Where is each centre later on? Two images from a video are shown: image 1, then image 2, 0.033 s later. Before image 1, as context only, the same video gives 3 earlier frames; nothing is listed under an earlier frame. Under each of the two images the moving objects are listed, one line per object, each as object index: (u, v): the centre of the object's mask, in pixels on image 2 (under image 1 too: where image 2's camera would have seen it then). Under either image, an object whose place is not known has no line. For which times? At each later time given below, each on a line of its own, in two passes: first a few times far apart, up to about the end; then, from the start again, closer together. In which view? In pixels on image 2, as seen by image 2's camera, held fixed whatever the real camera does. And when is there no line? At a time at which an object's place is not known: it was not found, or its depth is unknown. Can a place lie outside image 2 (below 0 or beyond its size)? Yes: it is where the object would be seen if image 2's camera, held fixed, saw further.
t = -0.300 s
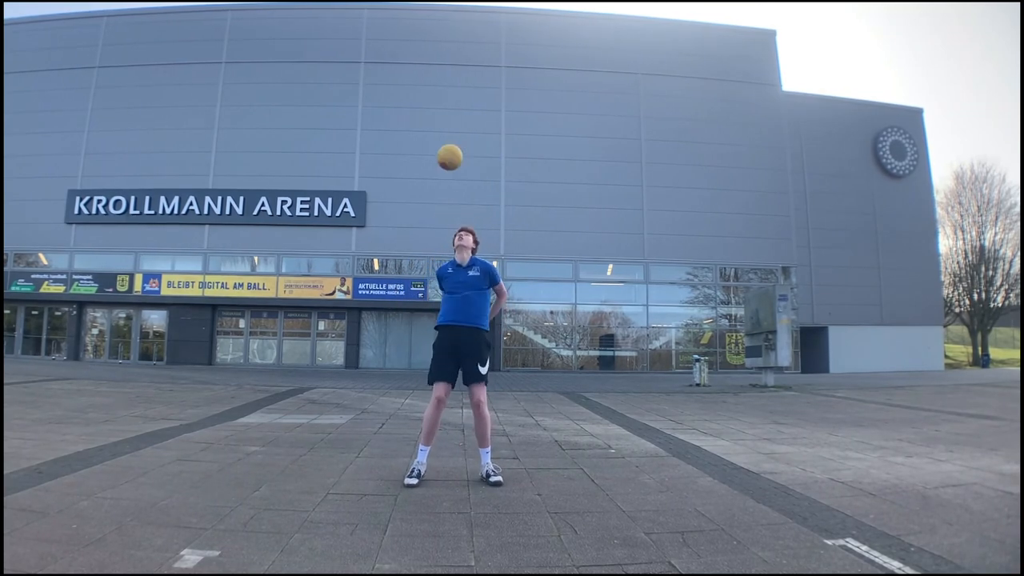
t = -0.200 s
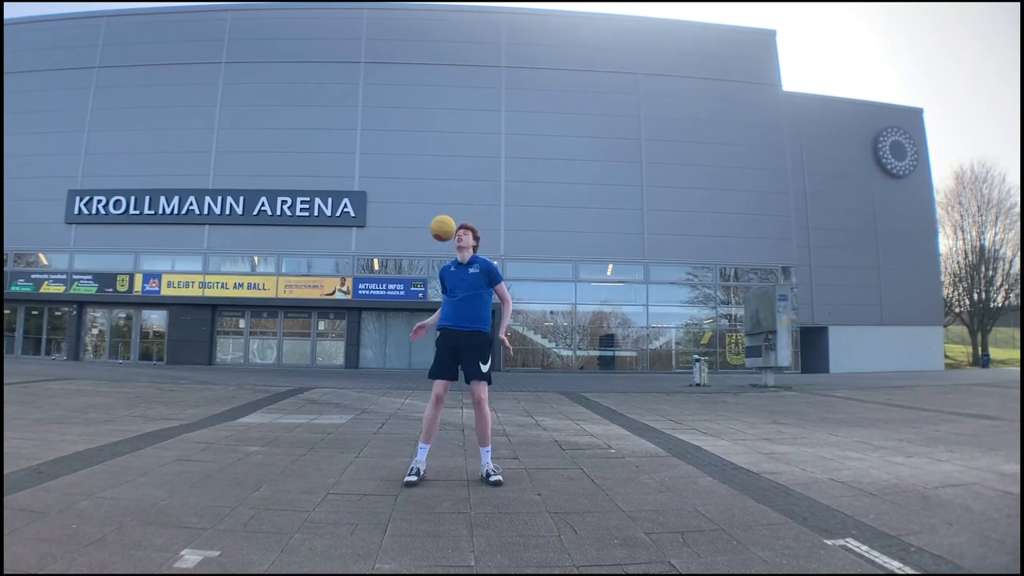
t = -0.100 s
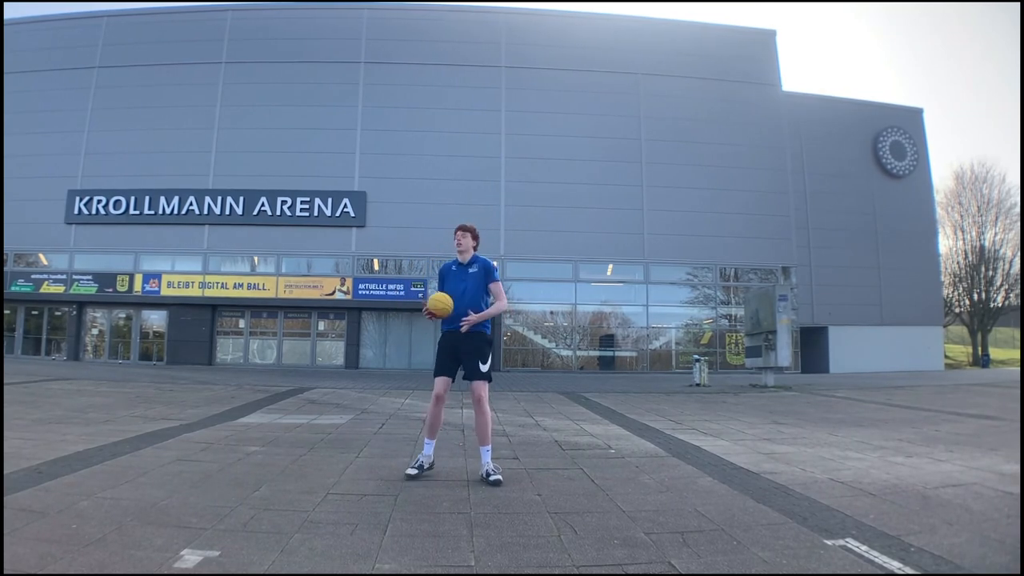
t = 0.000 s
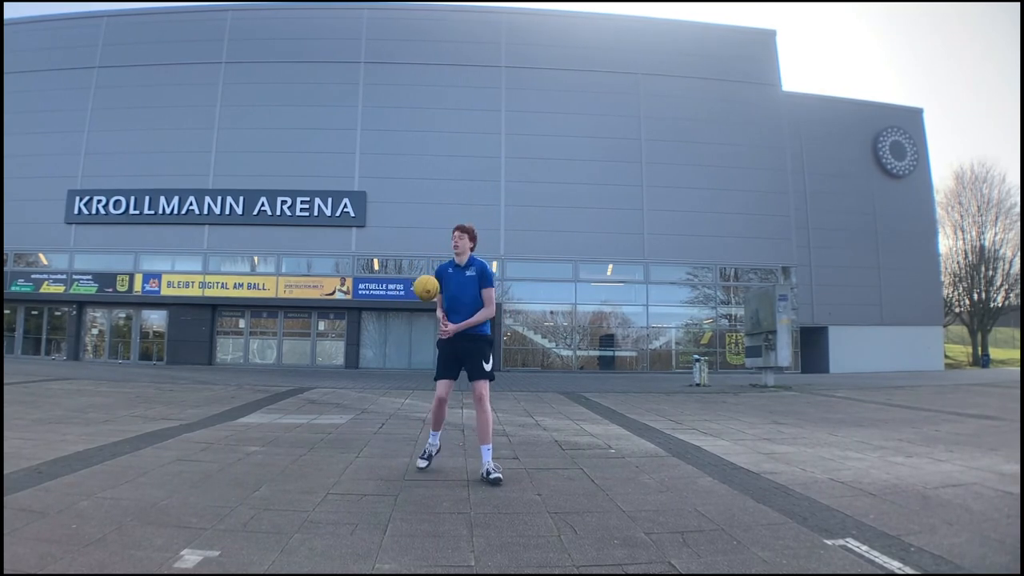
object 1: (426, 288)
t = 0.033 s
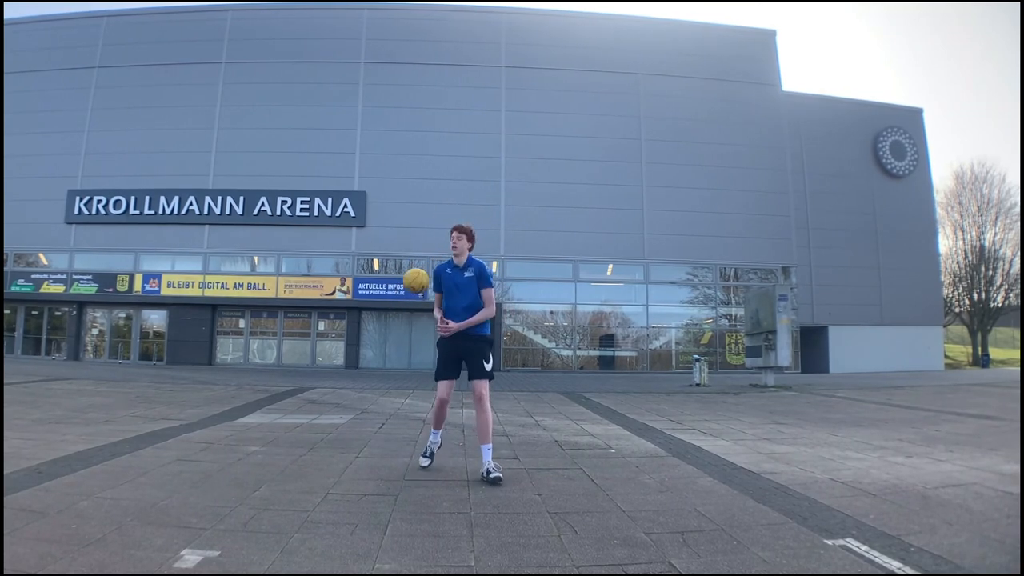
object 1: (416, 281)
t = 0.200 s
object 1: (366, 266)
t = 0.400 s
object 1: (308, 289)
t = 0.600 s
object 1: (251, 354)
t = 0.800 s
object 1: (202, 439)
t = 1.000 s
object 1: (182, 363)
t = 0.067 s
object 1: (406, 275)
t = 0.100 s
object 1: (396, 270)
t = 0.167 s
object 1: (375, 266)
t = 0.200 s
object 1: (366, 266)
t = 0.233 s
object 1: (356, 267)
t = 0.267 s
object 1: (346, 269)
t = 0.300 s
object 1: (336, 272)
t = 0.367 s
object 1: (317, 283)
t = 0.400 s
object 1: (308, 289)
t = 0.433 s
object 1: (297, 298)
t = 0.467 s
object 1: (288, 307)
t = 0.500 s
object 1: (279, 317)
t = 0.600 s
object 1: (251, 354)
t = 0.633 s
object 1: (242, 369)
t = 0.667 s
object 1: (233, 384)
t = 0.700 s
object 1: (225, 401)
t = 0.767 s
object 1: (208, 436)
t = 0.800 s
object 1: (202, 439)
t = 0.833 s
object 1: (199, 423)
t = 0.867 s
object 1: (195, 409)
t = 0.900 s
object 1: (192, 395)
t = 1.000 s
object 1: (182, 363)
